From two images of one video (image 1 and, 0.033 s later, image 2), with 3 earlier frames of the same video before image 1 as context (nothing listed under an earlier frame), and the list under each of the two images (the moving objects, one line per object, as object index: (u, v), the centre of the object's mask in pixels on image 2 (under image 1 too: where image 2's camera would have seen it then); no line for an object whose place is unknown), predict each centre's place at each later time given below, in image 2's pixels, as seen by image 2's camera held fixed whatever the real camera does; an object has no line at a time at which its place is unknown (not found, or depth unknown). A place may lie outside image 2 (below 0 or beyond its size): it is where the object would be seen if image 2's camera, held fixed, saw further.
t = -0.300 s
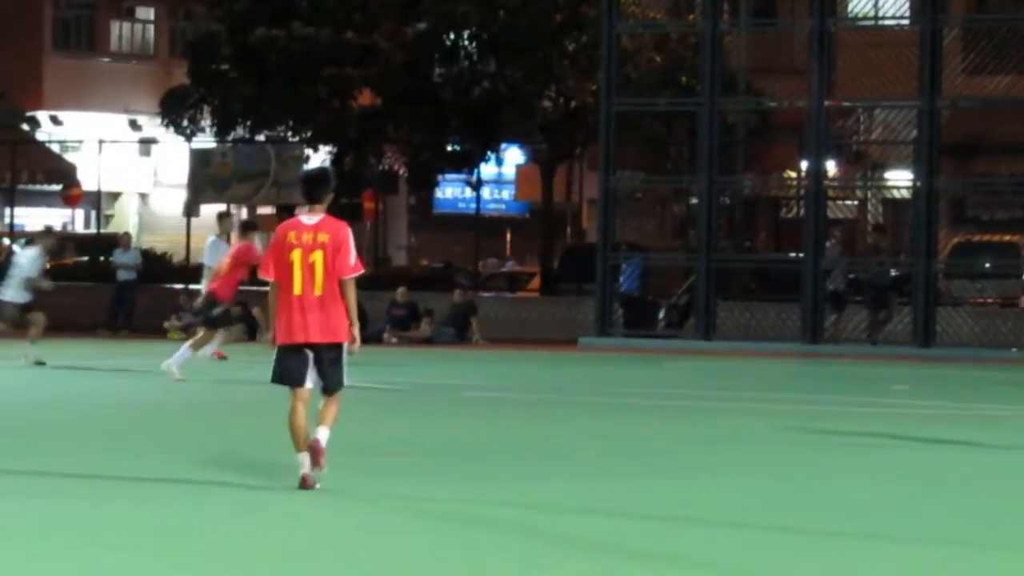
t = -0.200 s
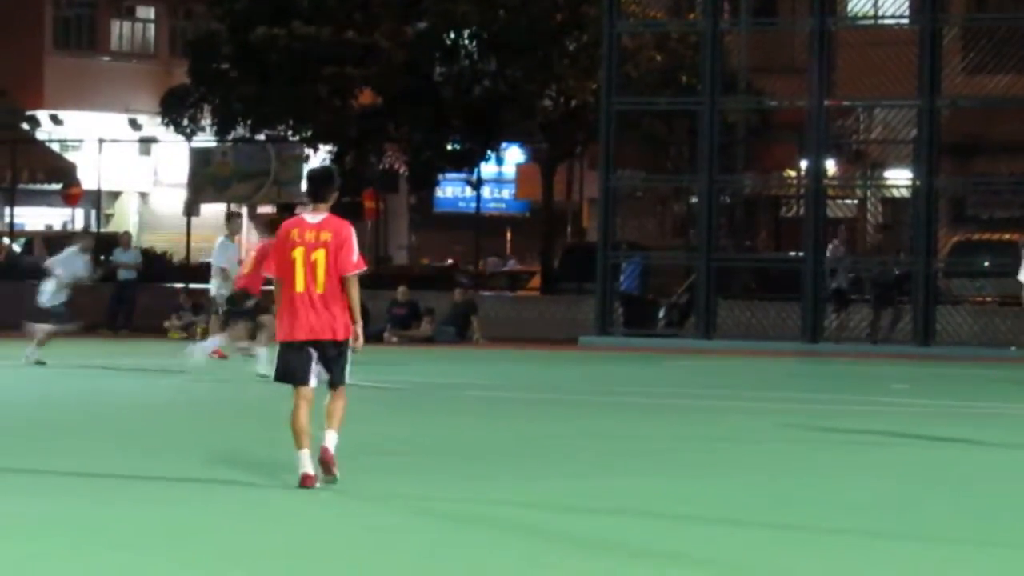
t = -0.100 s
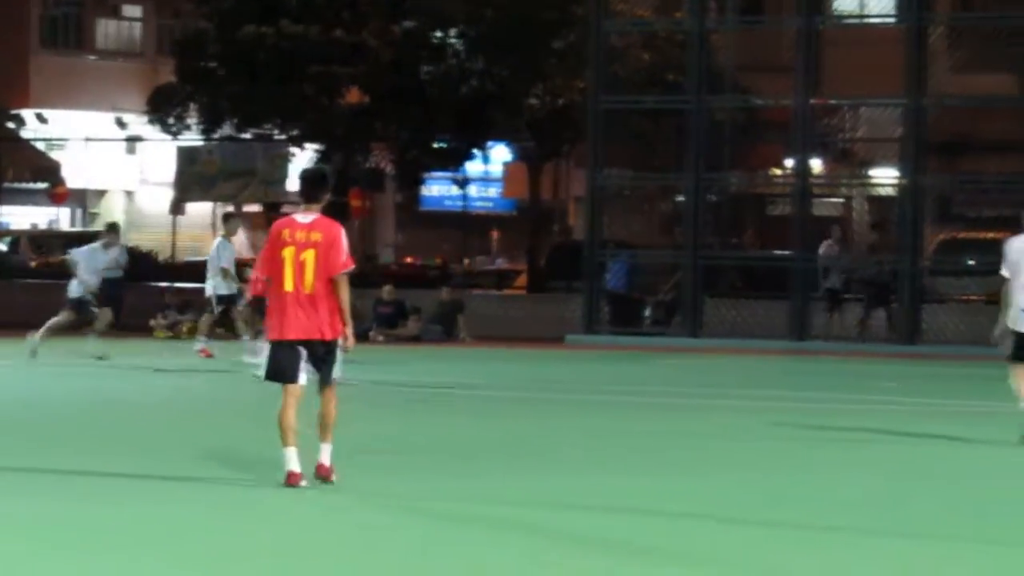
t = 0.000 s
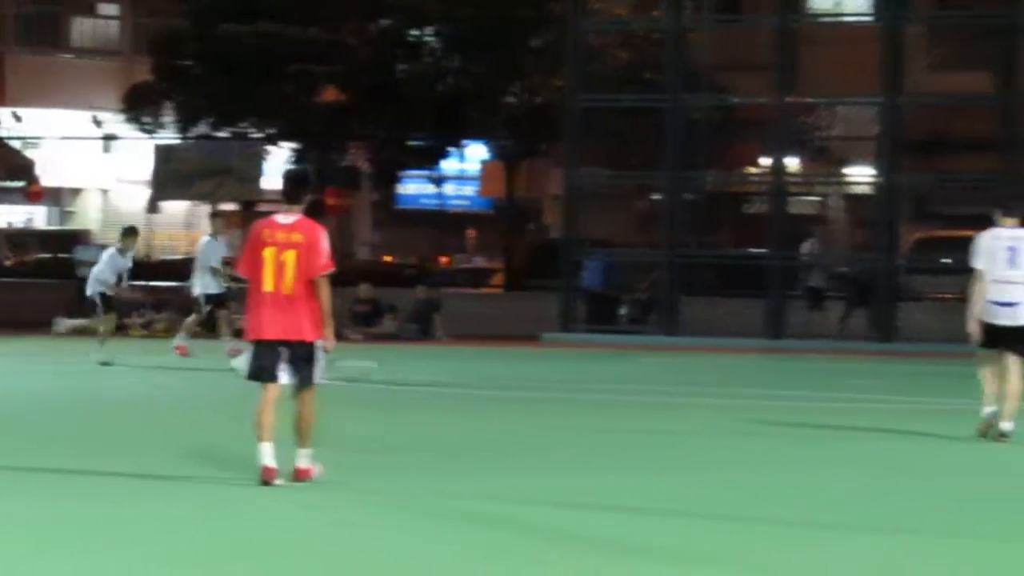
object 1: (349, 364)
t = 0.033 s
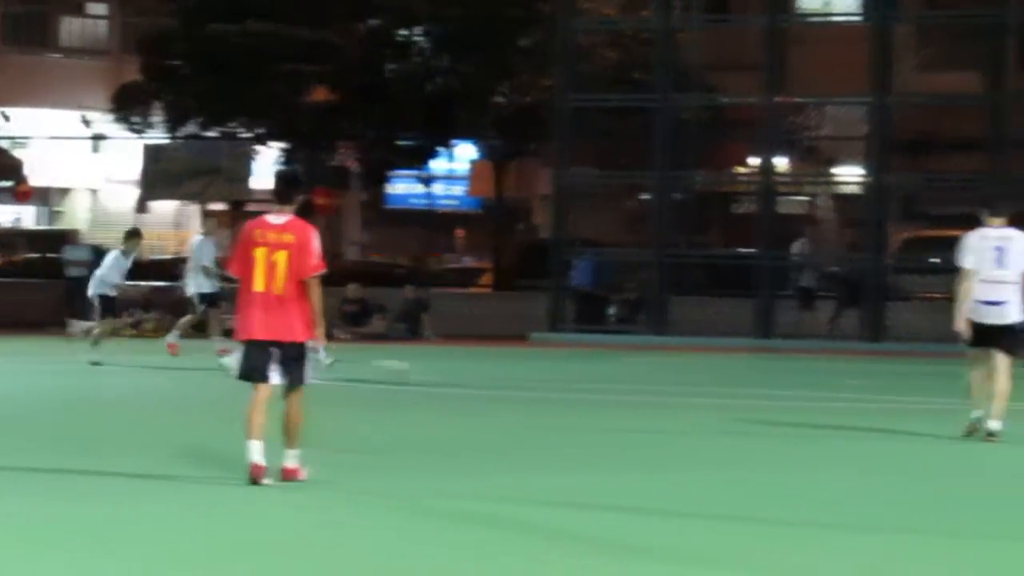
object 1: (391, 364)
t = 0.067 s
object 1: (435, 366)
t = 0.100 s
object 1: (474, 366)
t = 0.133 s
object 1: (510, 366)
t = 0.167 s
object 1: (545, 367)
